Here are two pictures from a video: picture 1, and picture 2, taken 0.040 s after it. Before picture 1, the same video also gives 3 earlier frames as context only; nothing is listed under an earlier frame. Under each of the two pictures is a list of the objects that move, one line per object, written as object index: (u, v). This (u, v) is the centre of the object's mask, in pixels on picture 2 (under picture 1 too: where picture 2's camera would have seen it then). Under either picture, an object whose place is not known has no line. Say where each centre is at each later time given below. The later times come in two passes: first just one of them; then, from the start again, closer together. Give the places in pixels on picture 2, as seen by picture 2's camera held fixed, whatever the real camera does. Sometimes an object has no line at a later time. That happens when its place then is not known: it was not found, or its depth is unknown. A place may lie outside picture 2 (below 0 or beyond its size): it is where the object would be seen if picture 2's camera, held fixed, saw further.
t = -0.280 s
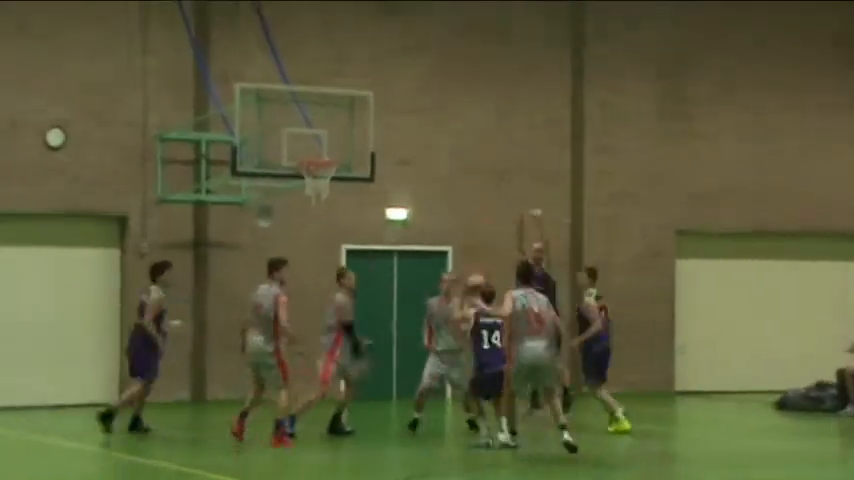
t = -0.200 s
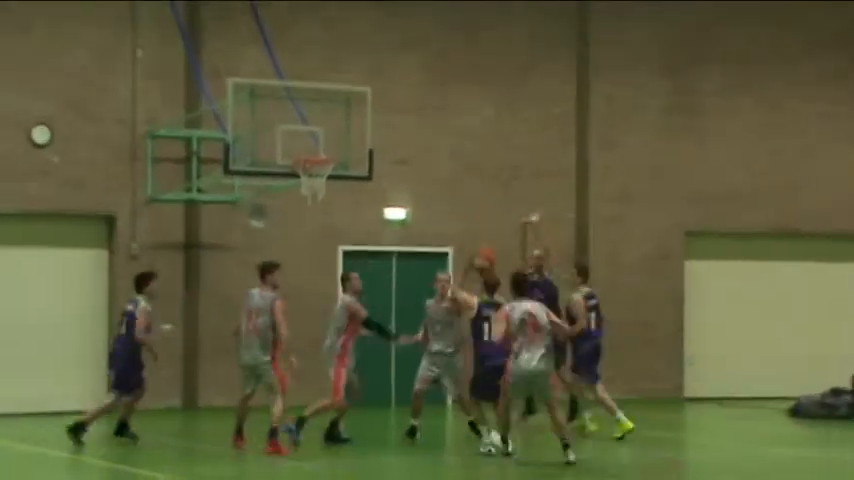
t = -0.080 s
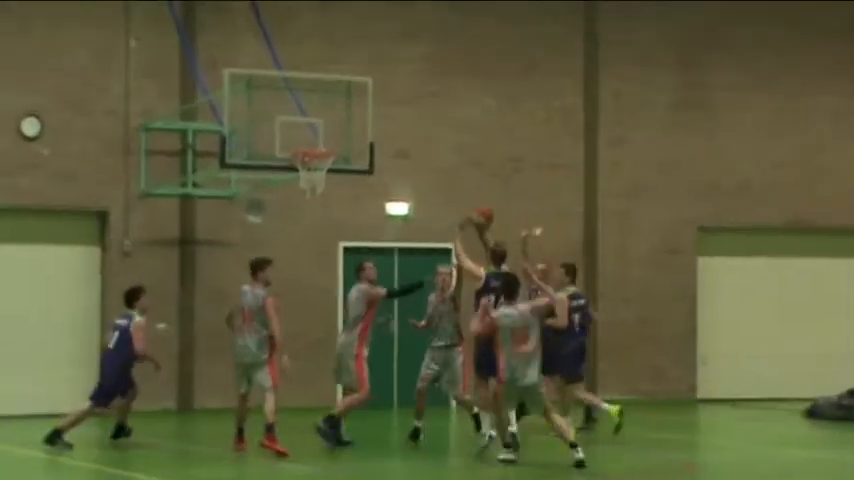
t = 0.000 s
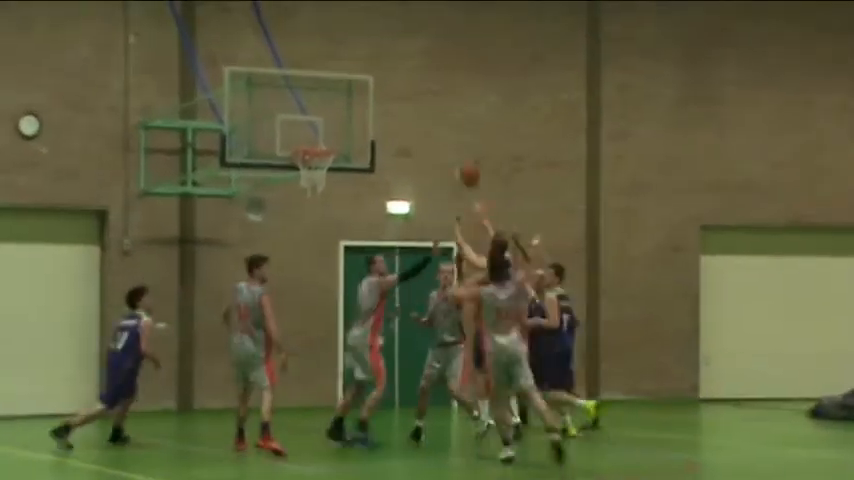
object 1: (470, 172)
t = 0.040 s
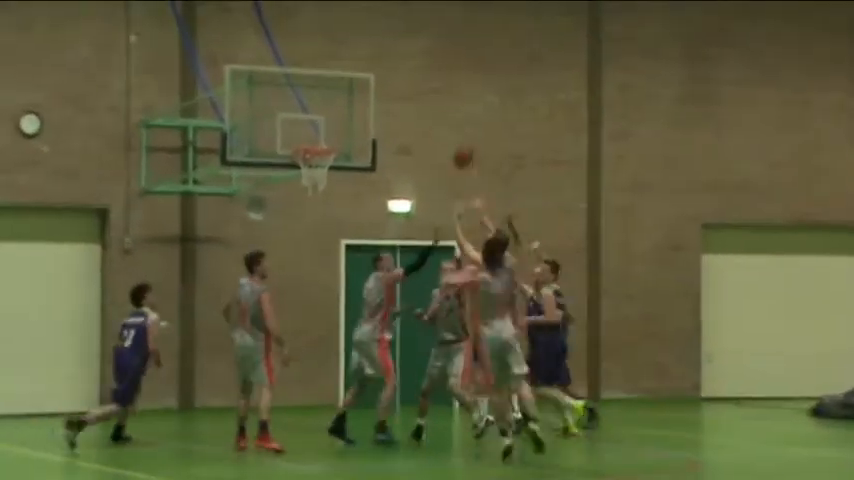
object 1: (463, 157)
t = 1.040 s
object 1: (305, 166)
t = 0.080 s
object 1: (454, 139)
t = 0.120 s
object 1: (445, 125)
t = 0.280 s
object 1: (415, 83)
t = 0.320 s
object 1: (409, 78)
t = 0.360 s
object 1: (401, 75)
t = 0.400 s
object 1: (395, 72)
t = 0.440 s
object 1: (388, 70)
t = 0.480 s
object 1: (381, 71)
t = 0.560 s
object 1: (367, 78)
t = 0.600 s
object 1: (360, 84)
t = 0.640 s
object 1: (352, 89)
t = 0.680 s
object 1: (346, 96)
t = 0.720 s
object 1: (339, 105)
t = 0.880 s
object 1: (316, 154)
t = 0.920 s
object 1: (310, 157)
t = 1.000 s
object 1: (306, 164)
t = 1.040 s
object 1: (305, 166)
